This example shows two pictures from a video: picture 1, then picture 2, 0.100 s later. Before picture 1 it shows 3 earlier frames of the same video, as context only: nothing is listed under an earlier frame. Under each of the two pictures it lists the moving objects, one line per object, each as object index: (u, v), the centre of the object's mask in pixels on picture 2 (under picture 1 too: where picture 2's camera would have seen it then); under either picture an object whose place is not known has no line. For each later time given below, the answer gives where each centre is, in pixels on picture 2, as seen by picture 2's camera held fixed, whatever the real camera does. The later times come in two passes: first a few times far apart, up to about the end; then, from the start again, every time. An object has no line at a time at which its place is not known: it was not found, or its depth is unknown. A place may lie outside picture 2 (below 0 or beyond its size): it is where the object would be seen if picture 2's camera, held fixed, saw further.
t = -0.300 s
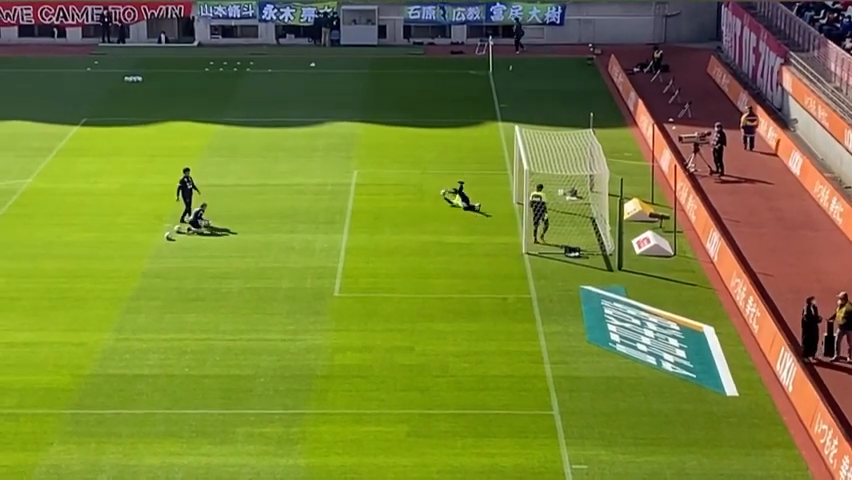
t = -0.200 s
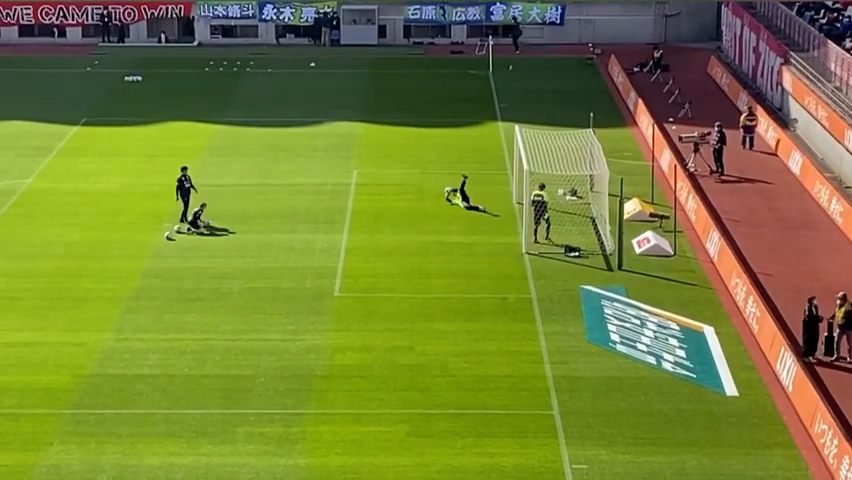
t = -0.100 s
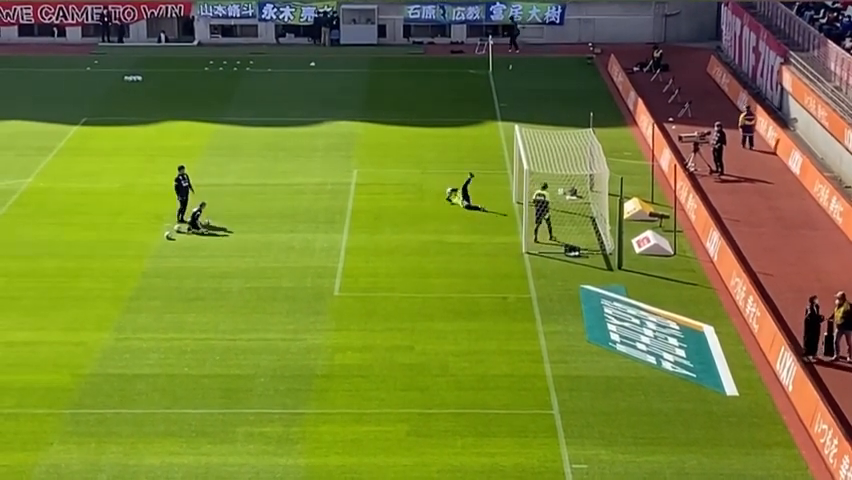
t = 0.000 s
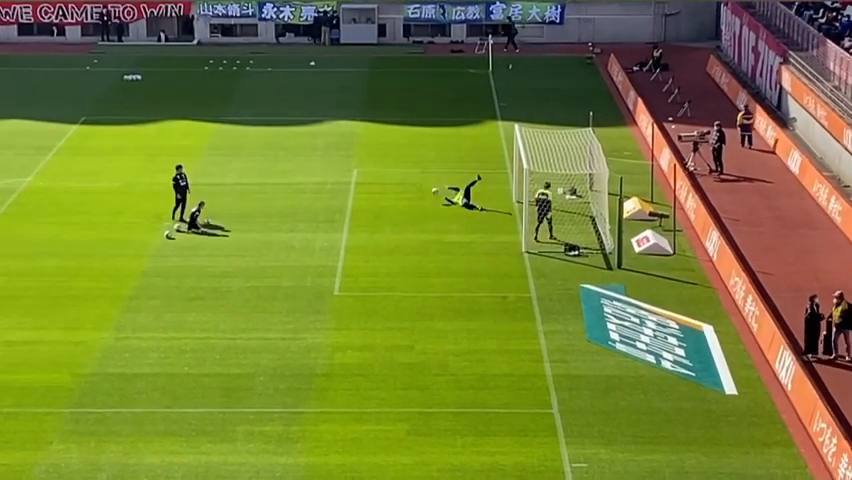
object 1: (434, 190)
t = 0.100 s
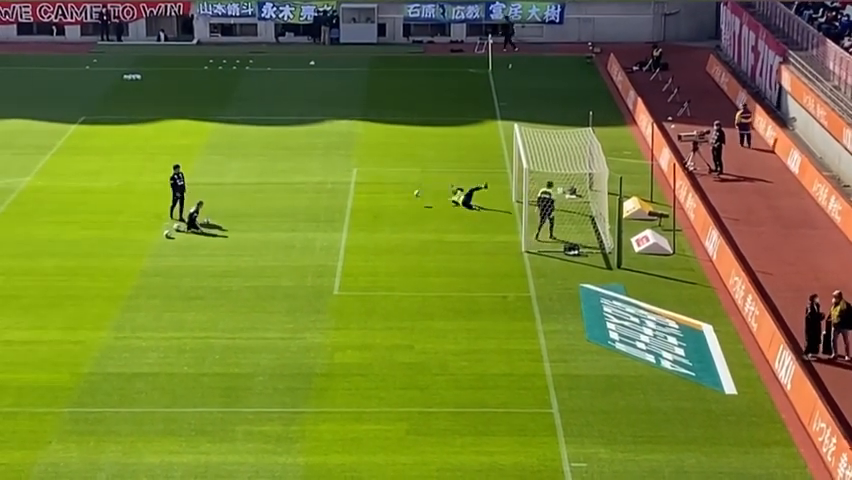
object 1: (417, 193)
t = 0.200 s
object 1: (399, 199)
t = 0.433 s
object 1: (362, 204)
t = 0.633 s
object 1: (333, 212)
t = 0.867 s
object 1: (304, 216)
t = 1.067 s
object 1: (281, 220)
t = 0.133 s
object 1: (411, 195)
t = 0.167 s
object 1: (405, 196)
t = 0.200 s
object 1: (399, 199)
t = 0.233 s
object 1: (393, 202)
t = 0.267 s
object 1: (388, 205)
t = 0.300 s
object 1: (382, 206)
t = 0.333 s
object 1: (377, 205)
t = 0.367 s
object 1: (373, 205)
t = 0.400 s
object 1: (367, 204)
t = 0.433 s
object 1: (362, 204)
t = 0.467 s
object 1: (358, 205)
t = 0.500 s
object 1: (353, 205)
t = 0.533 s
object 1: (347, 206)
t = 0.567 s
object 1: (343, 208)
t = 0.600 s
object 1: (338, 210)
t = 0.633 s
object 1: (333, 212)
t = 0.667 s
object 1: (328, 214)
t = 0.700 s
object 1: (324, 214)
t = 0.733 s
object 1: (320, 214)
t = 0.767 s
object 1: (316, 214)
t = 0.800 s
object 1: (312, 215)
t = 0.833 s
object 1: (308, 215)
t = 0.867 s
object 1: (304, 216)
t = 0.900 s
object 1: (300, 217)
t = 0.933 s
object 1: (296, 218)
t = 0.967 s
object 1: (291, 220)
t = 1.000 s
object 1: (288, 220)
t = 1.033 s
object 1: (285, 220)
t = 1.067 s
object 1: (281, 220)
